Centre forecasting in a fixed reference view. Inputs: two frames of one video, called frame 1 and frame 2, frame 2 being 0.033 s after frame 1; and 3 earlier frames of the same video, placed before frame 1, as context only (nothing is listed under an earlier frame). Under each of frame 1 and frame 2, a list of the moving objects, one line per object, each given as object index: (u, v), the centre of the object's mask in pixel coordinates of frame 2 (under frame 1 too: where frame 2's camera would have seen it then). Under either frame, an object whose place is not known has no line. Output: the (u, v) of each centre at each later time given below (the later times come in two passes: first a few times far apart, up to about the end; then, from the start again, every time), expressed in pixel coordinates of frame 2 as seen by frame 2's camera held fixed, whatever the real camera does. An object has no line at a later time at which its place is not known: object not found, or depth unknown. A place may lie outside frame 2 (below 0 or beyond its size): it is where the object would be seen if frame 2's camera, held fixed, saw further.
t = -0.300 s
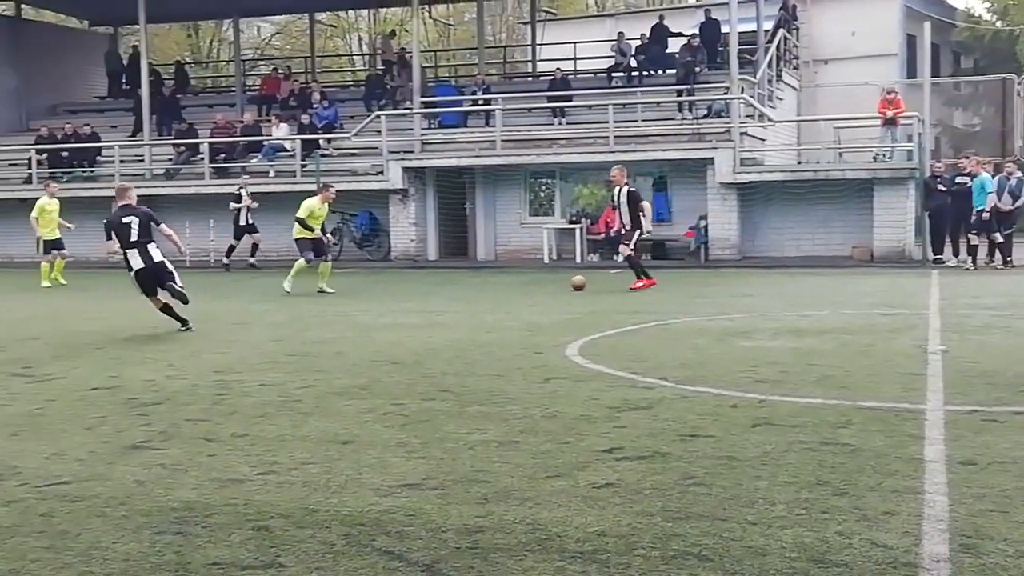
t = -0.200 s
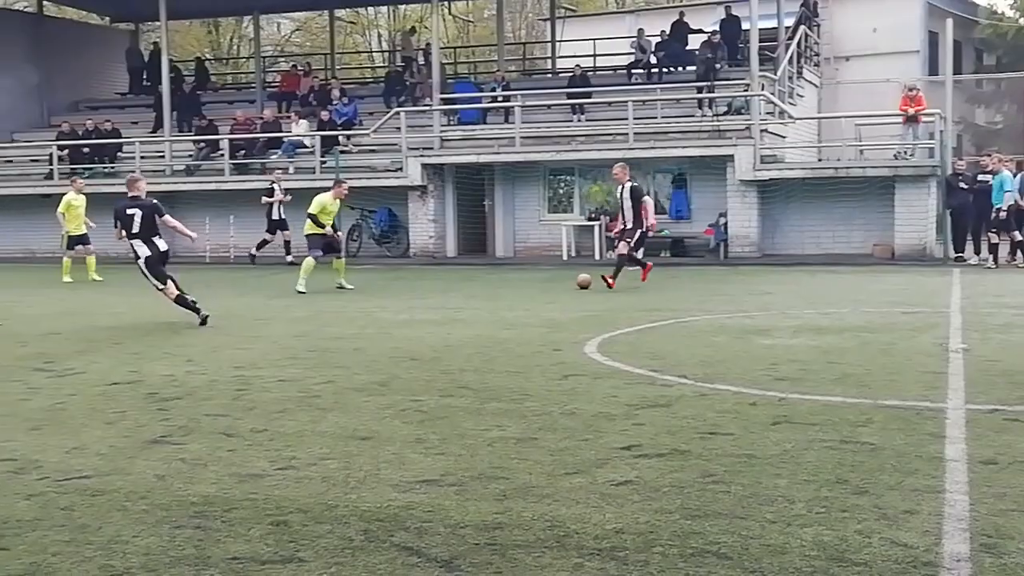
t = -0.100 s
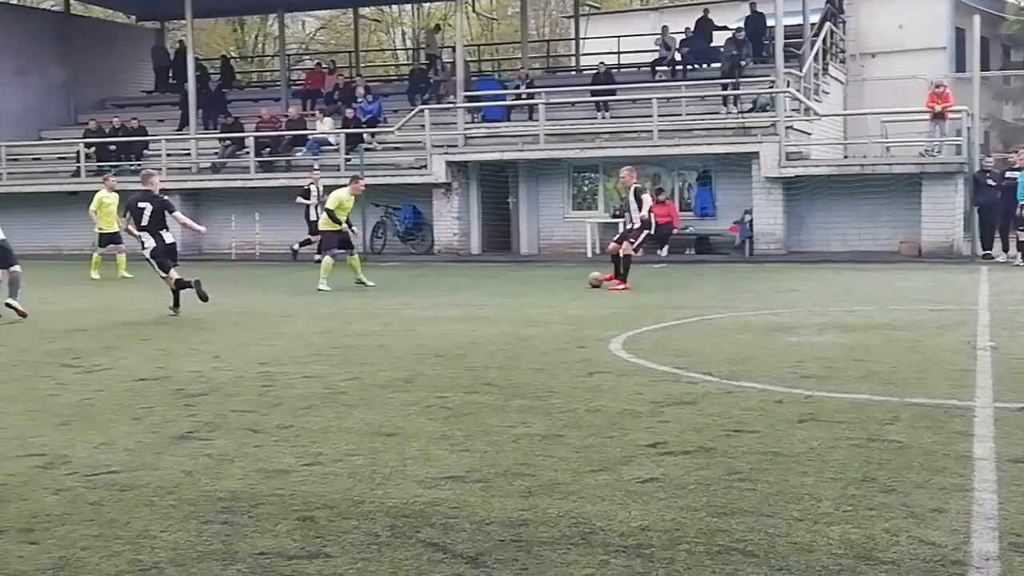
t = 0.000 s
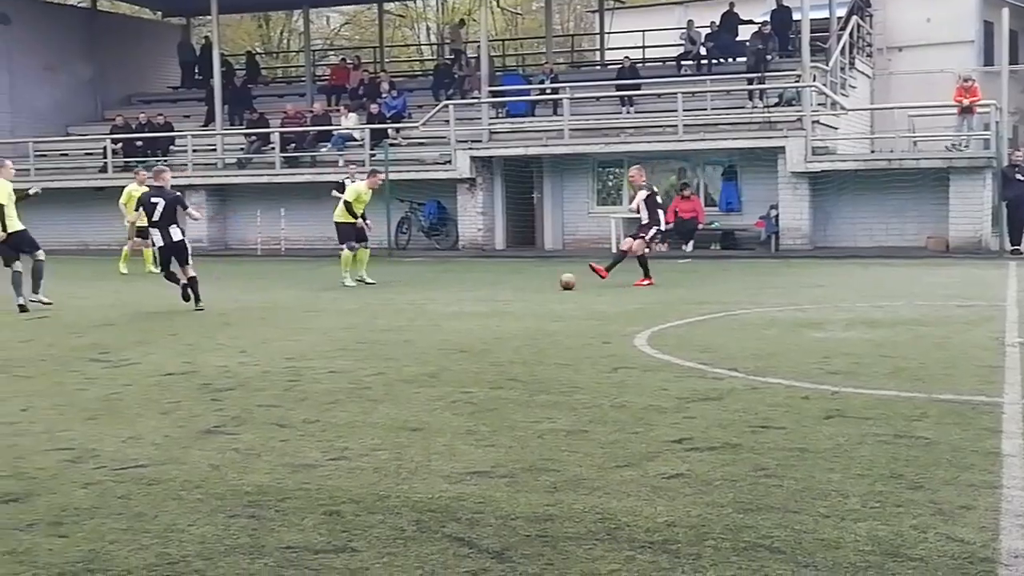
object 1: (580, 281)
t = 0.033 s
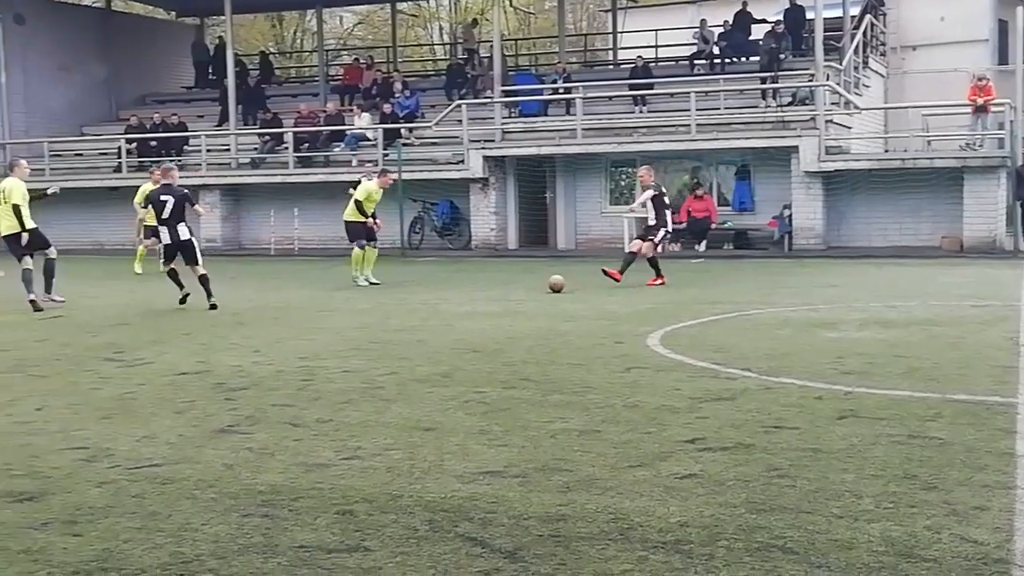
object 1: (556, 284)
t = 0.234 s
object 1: (393, 306)
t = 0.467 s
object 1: (157, 338)
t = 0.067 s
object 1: (531, 286)
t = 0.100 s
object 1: (505, 290)
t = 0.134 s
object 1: (478, 296)
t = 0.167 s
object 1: (451, 298)
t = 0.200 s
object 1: (423, 301)
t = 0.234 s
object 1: (393, 306)
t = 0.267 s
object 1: (363, 309)
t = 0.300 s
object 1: (332, 311)
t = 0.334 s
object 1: (300, 316)
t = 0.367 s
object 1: (265, 322)
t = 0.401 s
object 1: (229, 330)
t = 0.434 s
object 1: (193, 334)
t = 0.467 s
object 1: (157, 338)
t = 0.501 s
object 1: (118, 343)
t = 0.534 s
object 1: (77, 351)
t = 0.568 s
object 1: (33, 361)
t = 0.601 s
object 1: (-9, 366)
